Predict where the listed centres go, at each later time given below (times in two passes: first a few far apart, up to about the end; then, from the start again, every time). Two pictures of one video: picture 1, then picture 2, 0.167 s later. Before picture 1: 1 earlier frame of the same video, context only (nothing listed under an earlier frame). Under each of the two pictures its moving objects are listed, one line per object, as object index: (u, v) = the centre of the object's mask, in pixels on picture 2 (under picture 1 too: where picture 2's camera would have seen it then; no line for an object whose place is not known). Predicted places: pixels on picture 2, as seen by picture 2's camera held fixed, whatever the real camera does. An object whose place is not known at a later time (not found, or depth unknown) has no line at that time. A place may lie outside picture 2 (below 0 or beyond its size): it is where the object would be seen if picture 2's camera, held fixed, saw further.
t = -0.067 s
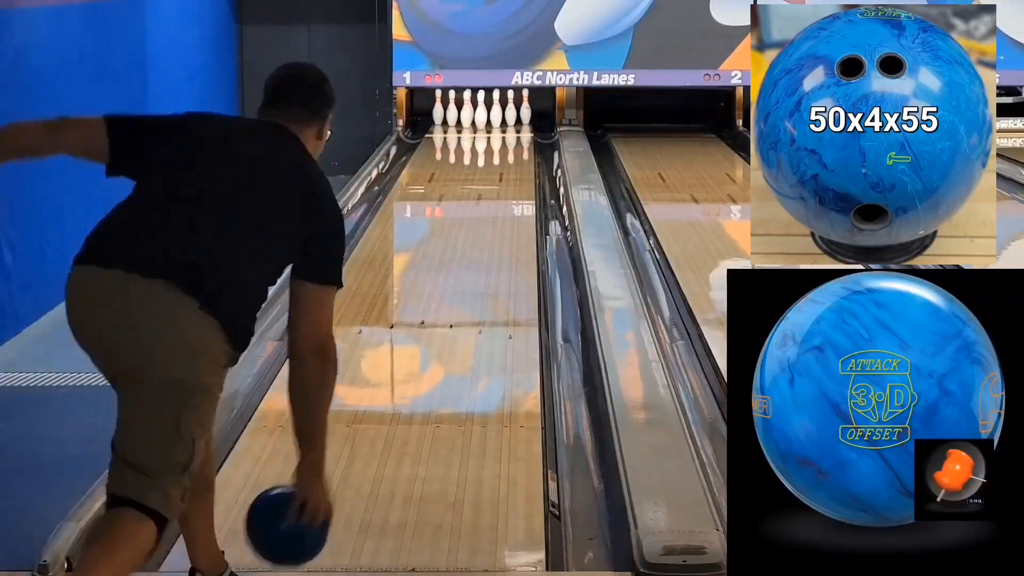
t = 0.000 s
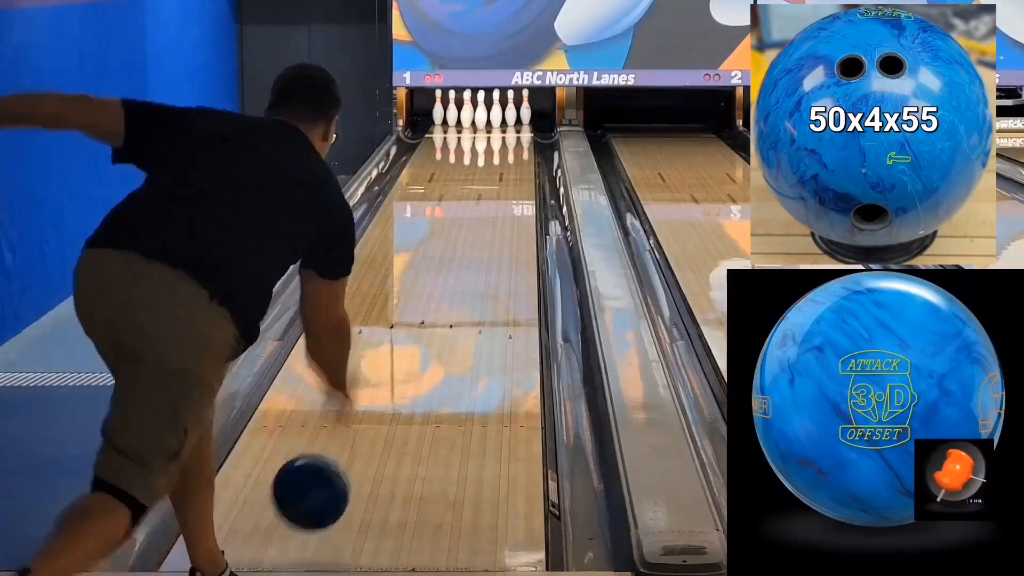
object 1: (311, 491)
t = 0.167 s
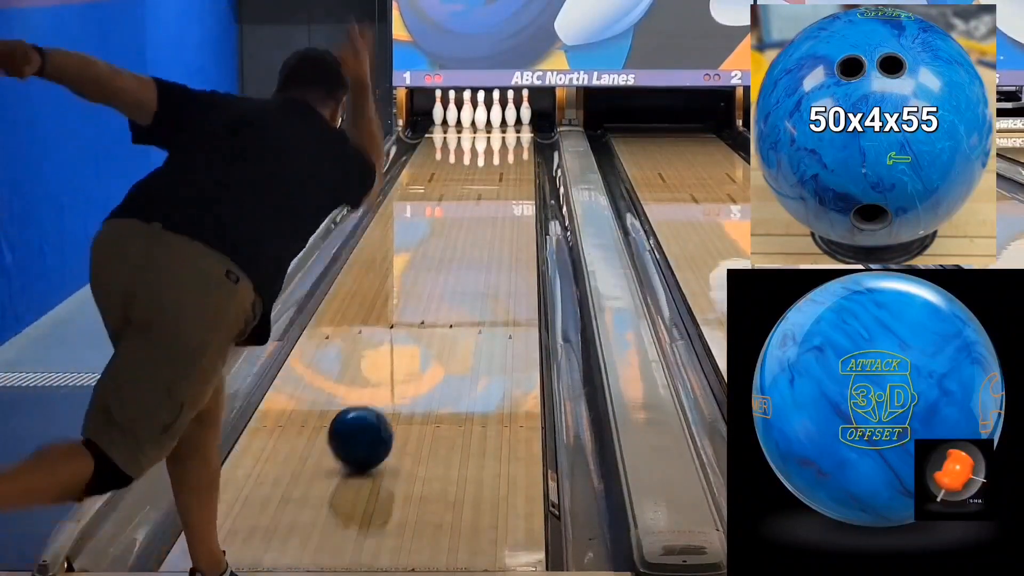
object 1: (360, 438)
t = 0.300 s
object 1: (390, 388)
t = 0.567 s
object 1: (433, 312)
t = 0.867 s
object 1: (465, 255)
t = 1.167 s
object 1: (487, 215)
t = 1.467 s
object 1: (503, 185)
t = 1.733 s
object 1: (512, 164)
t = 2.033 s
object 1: (515, 146)
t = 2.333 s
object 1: (508, 131)
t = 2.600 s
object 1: (496, 122)
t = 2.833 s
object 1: (498, 116)
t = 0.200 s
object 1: (368, 425)
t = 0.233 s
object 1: (376, 412)
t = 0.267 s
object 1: (383, 400)
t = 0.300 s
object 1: (390, 388)
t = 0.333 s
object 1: (397, 376)
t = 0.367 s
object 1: (403, 366)
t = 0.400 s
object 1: (408, 355)
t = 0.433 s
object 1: (414, 345)
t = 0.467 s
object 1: (419, 337)
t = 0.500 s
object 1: (424, 328)
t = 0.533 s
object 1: (428, 320)
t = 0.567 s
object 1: (433, 312)
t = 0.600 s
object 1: (437, 305)
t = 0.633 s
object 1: (441, 297)
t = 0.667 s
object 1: (445, 291)
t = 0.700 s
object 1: (449, 284)
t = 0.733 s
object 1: (452, 278)
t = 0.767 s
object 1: (456, 272)
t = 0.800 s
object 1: (459, 266)
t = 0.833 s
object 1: (462, 261)
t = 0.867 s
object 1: (465, 255)
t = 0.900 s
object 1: (468, 250)
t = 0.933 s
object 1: (471, 245)
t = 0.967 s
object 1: (474, 240)
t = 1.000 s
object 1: (476, 236)
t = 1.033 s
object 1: (478, 232)
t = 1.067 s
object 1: (481, 227)
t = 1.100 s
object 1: (483, 223)
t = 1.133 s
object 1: (485, 219)
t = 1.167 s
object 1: (487, 215)
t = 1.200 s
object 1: (489, 212)
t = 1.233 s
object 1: (491, 208)
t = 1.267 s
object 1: (493, 204)
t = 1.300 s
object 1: (495, 201)
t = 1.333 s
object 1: (497, 197)
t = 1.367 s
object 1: (498, 194)
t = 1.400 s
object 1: (500, 191)
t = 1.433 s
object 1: (501, 188)
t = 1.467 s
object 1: (503, 185)
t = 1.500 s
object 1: (504, 183)
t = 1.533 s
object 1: (506, 180)
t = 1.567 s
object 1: (507, 177)
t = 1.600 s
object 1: (508, 174)
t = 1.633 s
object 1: (509, 171)
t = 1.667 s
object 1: (510, 169)
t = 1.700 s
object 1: (511, 167)
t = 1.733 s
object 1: (512, 164)
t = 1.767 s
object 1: (513, 162)
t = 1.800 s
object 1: (514, 160)
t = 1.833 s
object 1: (514, 157)
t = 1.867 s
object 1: (514, 155)
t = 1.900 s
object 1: (515, 153)
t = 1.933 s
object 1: (515, 151)
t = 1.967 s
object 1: (515, 149)
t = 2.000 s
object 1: (515, 147)
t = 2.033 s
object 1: (515, 146)
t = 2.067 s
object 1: (514, 144)
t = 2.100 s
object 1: (514, 142)
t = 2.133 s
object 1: (513, 140)
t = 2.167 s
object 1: (513, 139)
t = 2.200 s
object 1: (512, 138)
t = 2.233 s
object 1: (512, 136)
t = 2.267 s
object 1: (510, 135)
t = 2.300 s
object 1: (510, 133)
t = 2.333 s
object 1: (508, 131)
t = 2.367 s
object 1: (507, 130)
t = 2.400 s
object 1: (505, 129)
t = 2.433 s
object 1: (504, 127)
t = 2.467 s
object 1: (502, 126)
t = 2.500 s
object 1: (500, 125)
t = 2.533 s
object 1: (499, 124)
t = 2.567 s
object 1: (497, 123)
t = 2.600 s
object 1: (496, 122)
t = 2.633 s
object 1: (494, 120)
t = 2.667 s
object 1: (495, 120)
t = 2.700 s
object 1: (495, 119)
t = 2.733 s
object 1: (496, 118)
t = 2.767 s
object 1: (496, 117)
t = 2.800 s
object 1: (497, 117)
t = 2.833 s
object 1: (498, 116)
